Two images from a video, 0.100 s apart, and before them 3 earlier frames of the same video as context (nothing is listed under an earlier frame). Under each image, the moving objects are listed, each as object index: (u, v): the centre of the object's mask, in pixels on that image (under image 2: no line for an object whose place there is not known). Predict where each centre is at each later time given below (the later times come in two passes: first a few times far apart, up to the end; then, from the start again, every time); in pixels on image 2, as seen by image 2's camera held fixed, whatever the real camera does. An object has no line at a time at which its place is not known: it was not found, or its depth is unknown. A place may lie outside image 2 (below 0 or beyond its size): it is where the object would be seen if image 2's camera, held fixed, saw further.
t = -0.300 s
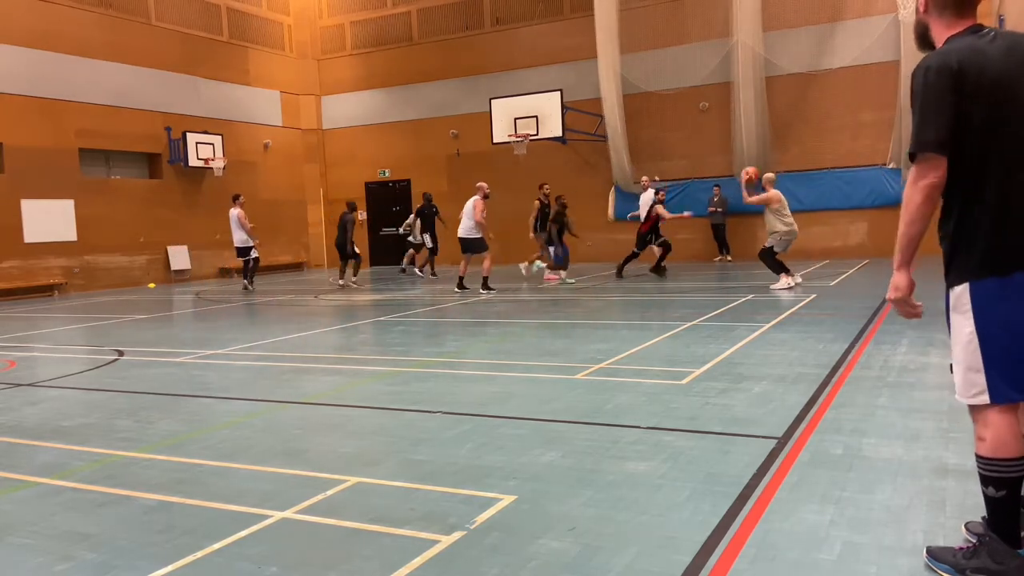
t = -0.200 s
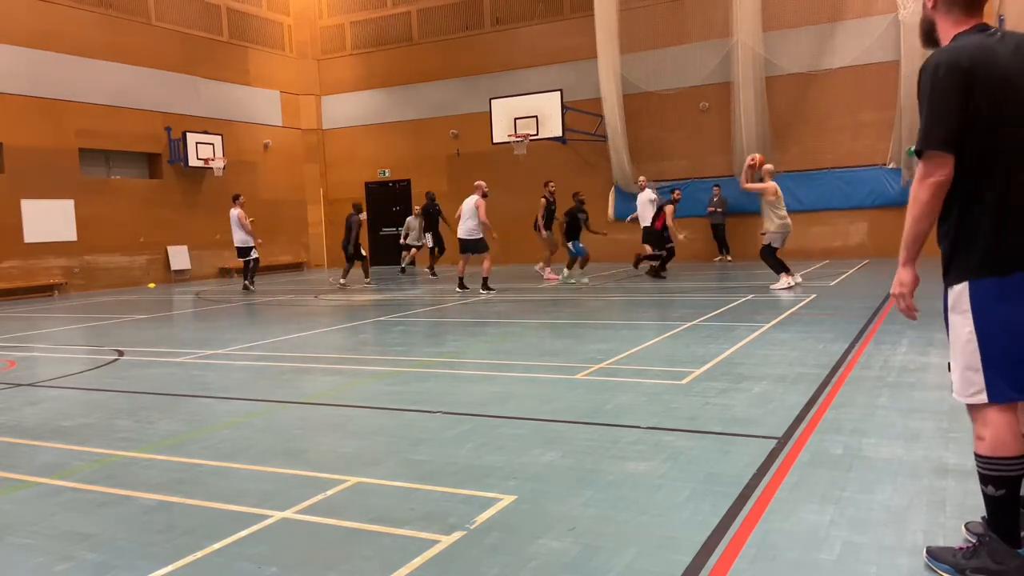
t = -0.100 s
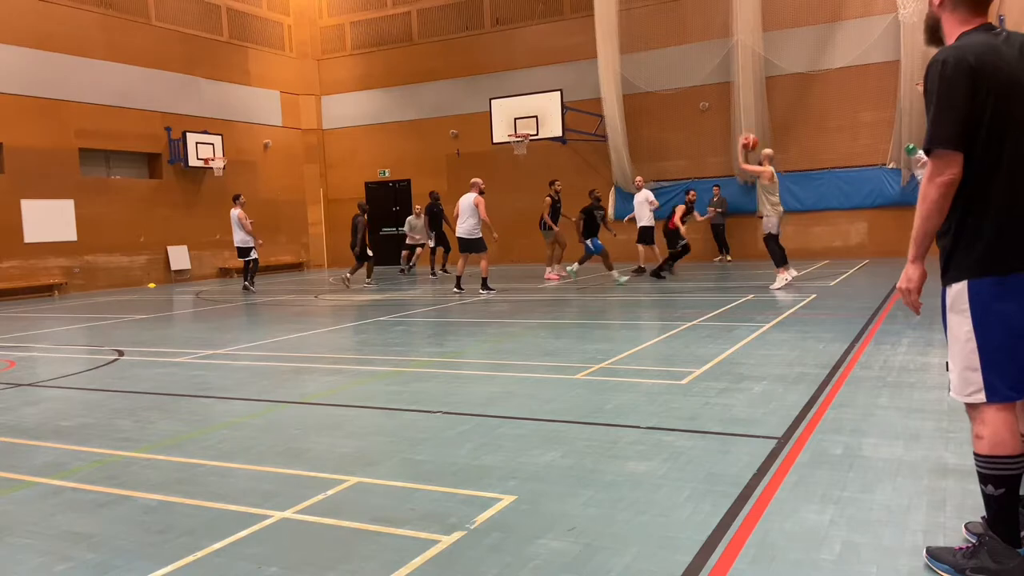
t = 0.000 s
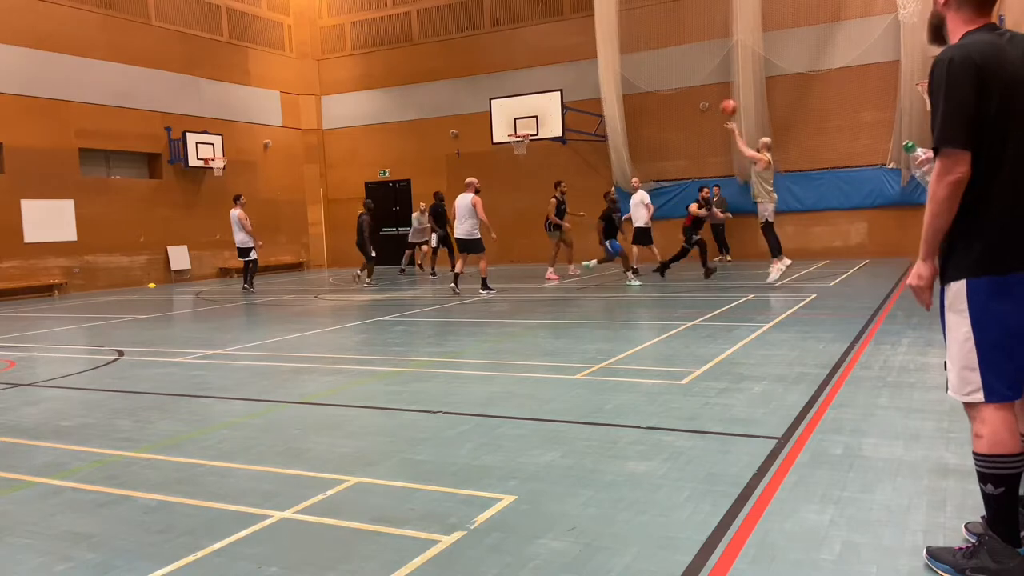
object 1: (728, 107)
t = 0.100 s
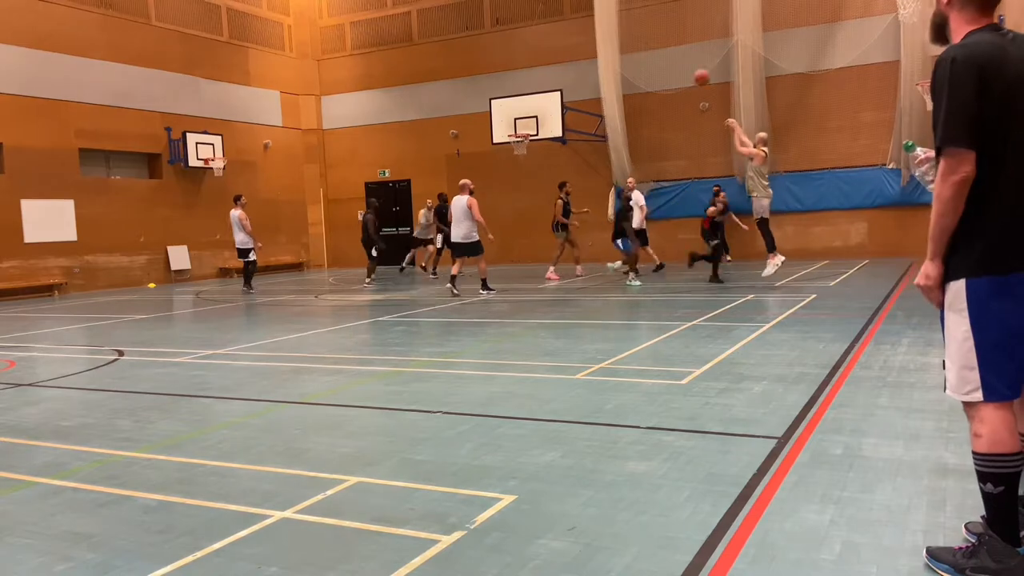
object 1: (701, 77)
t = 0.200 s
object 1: (677, 54)
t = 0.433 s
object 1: (628, 31)
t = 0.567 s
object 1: (603, 32)
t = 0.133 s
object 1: (693, 69)
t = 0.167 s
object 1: (685, 61)
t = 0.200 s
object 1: (677, 54)
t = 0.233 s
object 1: (669, 49)
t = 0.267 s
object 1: (663, 44)
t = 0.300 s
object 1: (655, 40)
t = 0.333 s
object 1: (648, 36)
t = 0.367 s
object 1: (641, 34)
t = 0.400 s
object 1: (634, 32)
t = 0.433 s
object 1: (628, 31)
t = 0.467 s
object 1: (621, 30)
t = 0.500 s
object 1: (615, 31)
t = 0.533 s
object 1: (609, 31)
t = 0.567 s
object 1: (603, 32)
